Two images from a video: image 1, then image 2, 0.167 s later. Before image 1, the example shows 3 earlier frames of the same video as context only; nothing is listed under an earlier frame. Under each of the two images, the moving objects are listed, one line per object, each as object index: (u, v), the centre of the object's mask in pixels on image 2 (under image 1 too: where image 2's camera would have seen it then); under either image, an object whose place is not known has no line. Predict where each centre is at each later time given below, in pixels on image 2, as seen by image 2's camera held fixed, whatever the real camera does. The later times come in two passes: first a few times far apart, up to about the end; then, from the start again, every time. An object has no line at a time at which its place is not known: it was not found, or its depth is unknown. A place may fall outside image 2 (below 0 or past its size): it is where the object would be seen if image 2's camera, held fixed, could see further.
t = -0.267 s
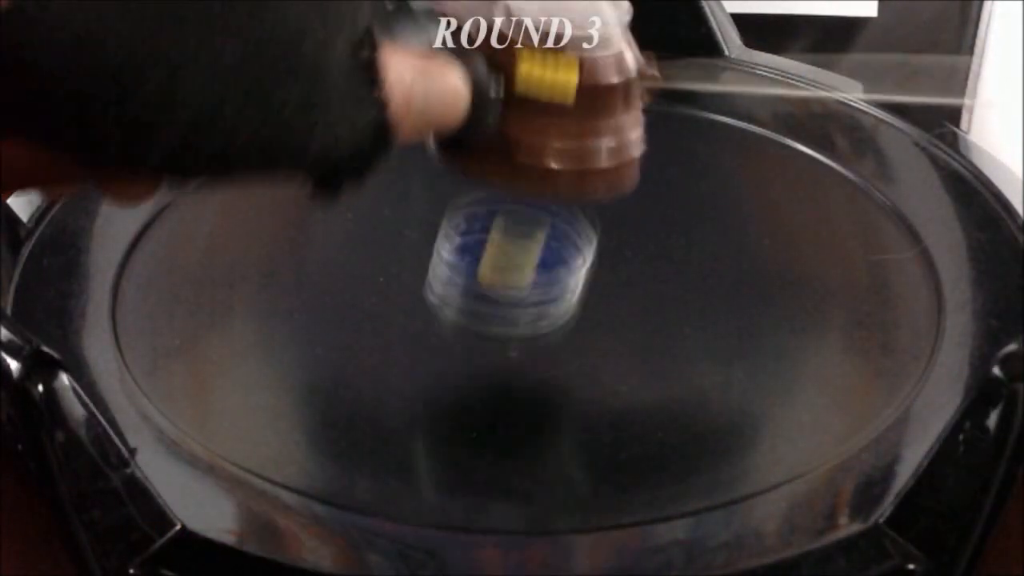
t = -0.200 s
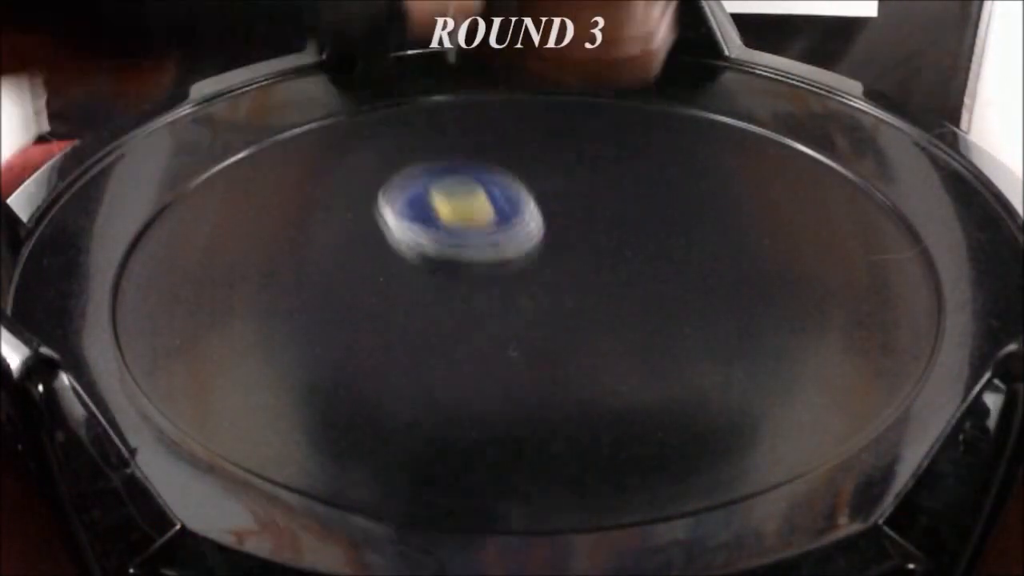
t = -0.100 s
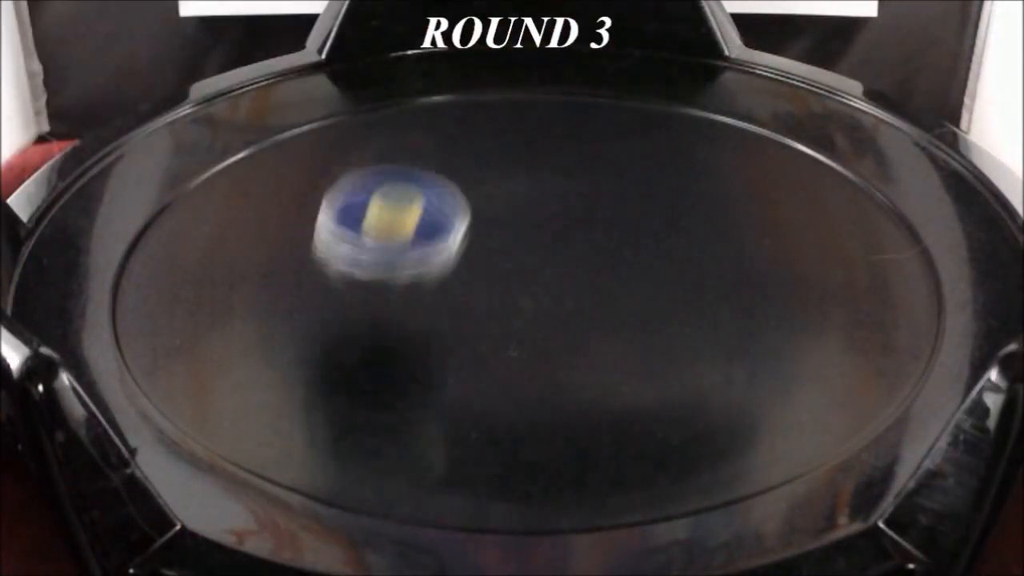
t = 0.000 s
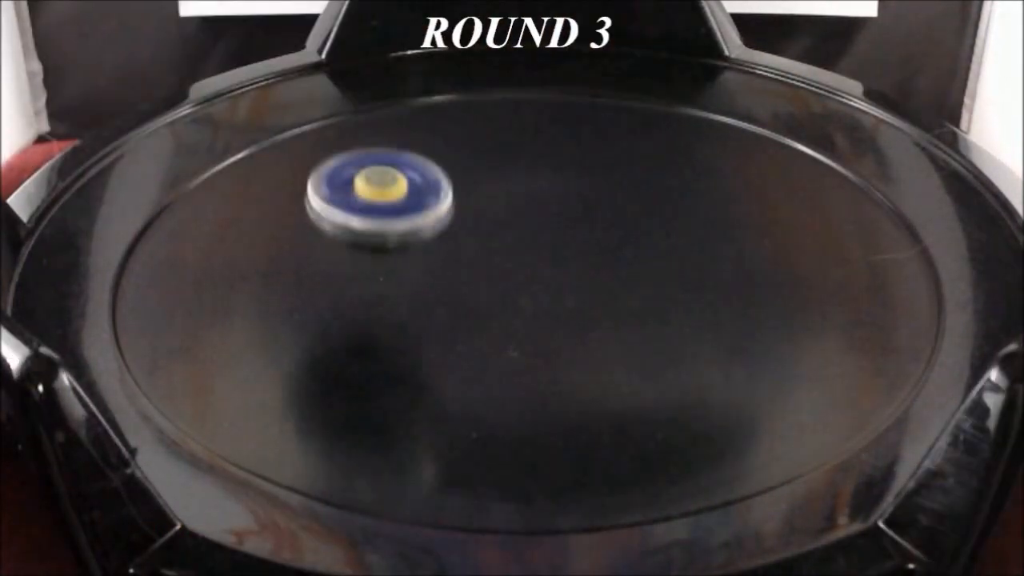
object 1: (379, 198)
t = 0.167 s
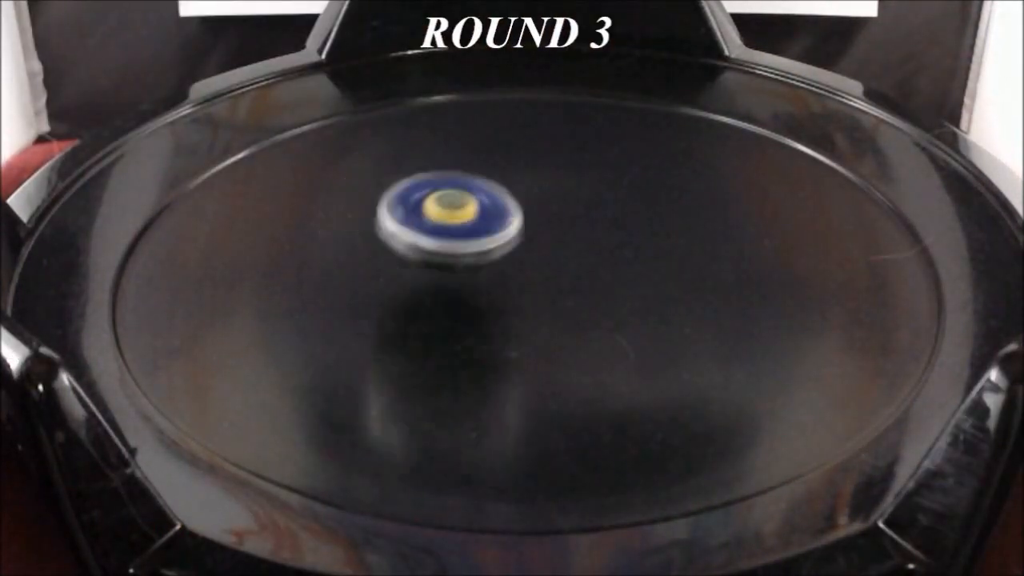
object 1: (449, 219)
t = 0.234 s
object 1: (478, 226)
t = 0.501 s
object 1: (523, 220)
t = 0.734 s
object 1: (504, 196)
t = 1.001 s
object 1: (466, 211)
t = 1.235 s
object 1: (527, 243)
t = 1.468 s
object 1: (602, 226)
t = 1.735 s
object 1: (573, 201)
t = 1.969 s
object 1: (534, 232)
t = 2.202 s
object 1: (578, 274)
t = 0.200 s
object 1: (464, 228)
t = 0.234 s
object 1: (478, 226)
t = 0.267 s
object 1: (491, 233)
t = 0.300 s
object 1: (502, 230)
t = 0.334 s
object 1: (512, 230)
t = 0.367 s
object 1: (521, 230)
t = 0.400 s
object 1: (527, 230)
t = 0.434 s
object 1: (528, 228)
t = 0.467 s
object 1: (527, 224)
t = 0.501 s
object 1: (523, 220)
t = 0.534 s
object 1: (519, 217)
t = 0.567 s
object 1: (516, 214)
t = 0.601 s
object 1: (514, 211)
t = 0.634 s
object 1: (512, 207)
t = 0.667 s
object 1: (510, 203)
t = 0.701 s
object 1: (508, 199)
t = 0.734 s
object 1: (504, 196)
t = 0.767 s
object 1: (499, 193)
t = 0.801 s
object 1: (493, 191)
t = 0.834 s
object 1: (485, 192)
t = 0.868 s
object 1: (478, 193)
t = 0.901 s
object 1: (472, 196)
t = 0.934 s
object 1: (467, 200)
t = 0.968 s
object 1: (466, 206)
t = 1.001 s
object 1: (466, 211)
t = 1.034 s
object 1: (470, 217)
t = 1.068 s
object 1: (476, 223)
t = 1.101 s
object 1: (483, 229)
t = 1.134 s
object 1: (492, 233)
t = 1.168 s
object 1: (502, 237)
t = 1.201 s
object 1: (514, 240)
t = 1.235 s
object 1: (527, 243)
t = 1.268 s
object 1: (540, 244)
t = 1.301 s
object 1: (553, 244)
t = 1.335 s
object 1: (566, 242)
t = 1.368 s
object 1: (578, 239)
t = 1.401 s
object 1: (587, 236)
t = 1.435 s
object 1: (596, 231)
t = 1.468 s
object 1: (602, 226)
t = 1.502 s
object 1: (606, 221)
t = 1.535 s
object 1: (608, 216)
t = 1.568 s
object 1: (607, 211)
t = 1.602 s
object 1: (603, 207)
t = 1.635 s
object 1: (597, 203)
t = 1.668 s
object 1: (590, 201)
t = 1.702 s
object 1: (581, 200)
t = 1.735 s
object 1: (573, 201)
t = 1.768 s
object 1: (565, 202)
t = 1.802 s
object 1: (557, 205)
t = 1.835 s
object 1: (550, 209)
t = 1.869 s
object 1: (544, 213)
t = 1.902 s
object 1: (539, 219)
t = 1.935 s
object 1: (536, 225)
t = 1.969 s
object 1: (534, 232)
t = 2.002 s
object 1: (534, 240)
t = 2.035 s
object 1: (537, 247)
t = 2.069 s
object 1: (541, 255)
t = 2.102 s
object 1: (548, 261)
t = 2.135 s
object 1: (557, 266)
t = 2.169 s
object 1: (567, 270)
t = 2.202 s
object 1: (578, 274)
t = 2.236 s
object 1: (589, 277)
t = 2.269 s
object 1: (600, 278)
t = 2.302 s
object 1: (612, 278)
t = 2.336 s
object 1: (623, 277)
